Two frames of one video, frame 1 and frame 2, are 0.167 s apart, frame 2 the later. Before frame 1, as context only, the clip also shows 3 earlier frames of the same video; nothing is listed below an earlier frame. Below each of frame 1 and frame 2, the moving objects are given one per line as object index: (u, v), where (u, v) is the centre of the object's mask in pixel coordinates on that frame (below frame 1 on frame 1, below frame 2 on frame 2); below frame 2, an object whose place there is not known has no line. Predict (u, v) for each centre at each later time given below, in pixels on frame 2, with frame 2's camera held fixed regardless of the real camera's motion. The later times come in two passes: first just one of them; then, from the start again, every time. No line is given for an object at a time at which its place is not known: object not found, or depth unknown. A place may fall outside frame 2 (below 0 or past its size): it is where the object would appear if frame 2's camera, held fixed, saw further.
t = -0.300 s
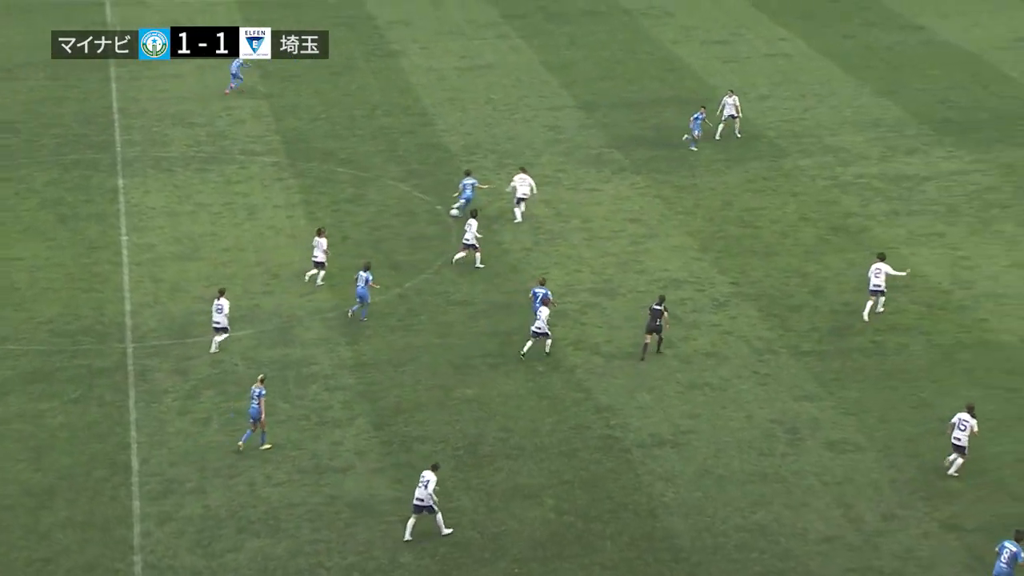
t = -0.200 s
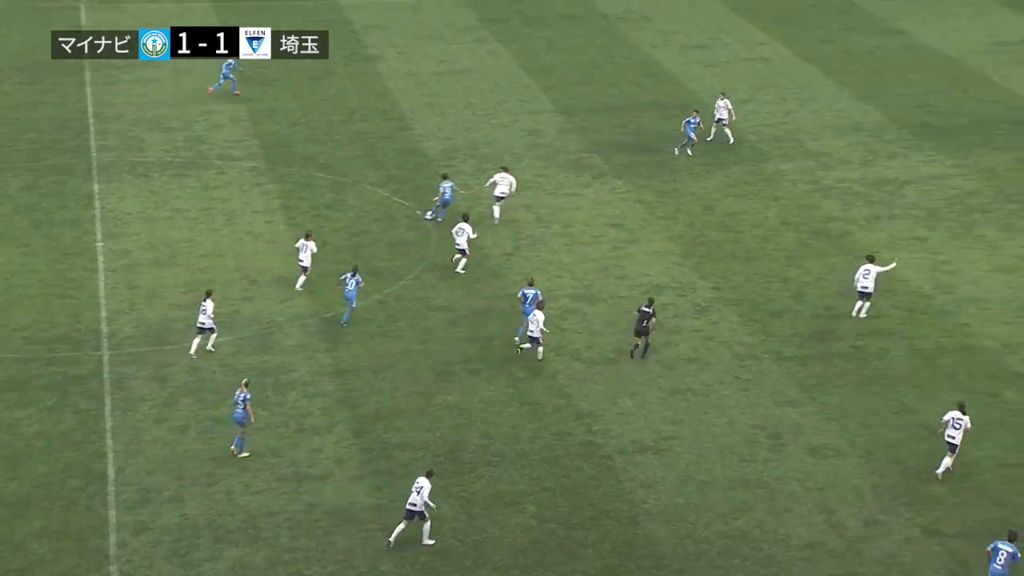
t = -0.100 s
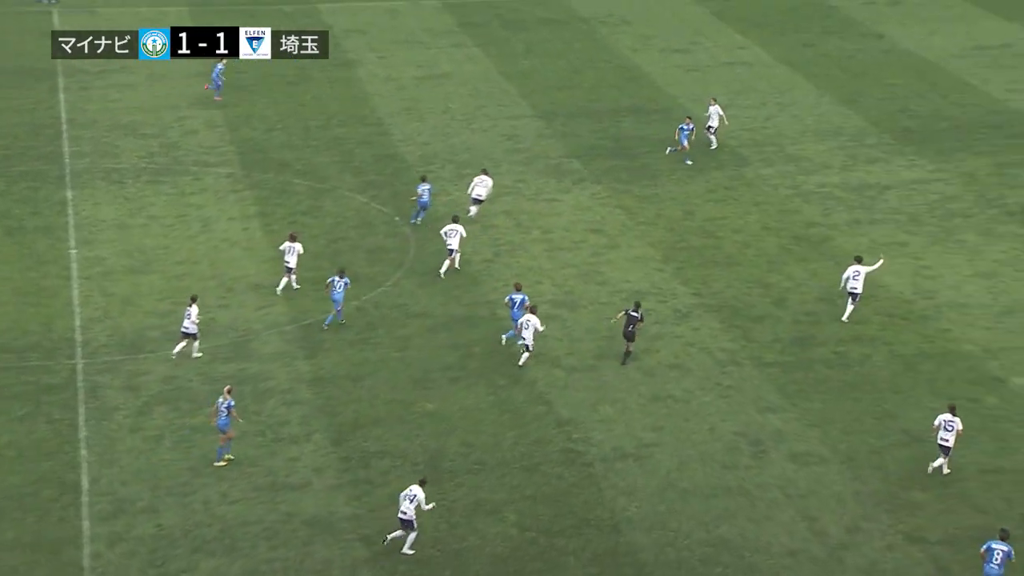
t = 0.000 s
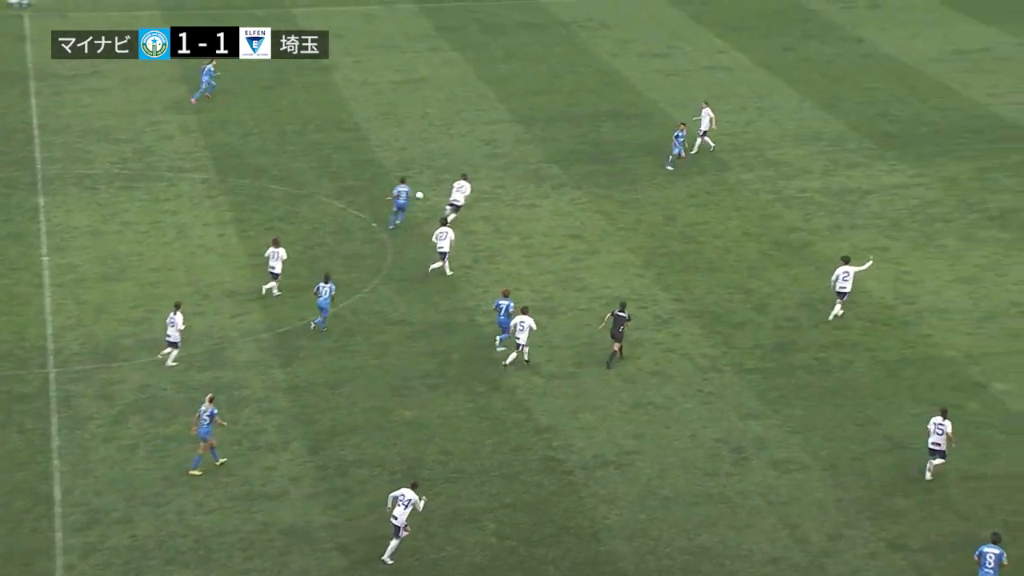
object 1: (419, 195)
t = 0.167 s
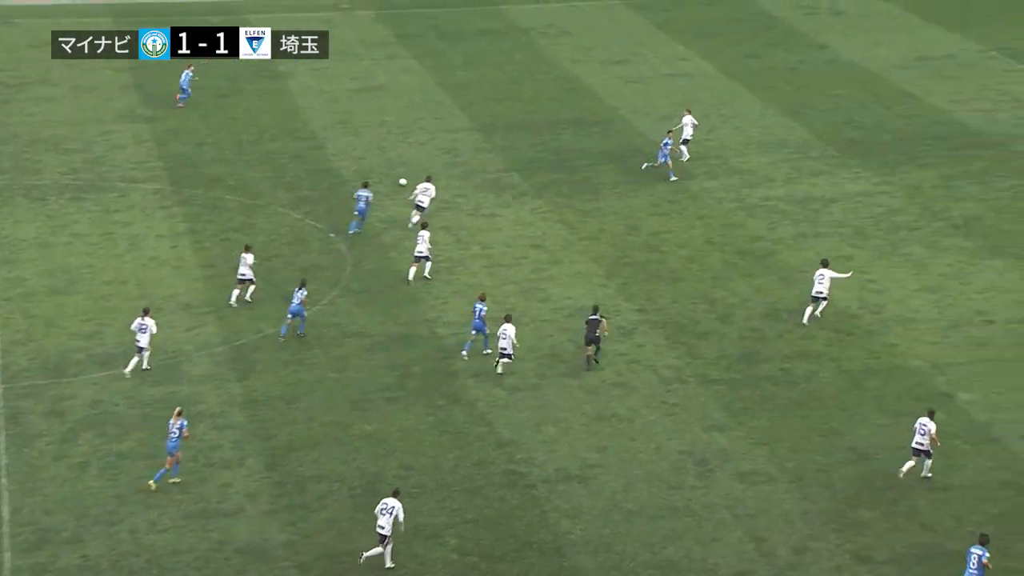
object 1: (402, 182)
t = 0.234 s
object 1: (410, 175)
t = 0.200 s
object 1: (407, 179)
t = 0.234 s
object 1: (410, 175)
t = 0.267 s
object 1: (415, 170)
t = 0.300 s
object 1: (418, 167)
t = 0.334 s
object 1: (422, 163)
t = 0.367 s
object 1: (426, 160)
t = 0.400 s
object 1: (430, 157)
